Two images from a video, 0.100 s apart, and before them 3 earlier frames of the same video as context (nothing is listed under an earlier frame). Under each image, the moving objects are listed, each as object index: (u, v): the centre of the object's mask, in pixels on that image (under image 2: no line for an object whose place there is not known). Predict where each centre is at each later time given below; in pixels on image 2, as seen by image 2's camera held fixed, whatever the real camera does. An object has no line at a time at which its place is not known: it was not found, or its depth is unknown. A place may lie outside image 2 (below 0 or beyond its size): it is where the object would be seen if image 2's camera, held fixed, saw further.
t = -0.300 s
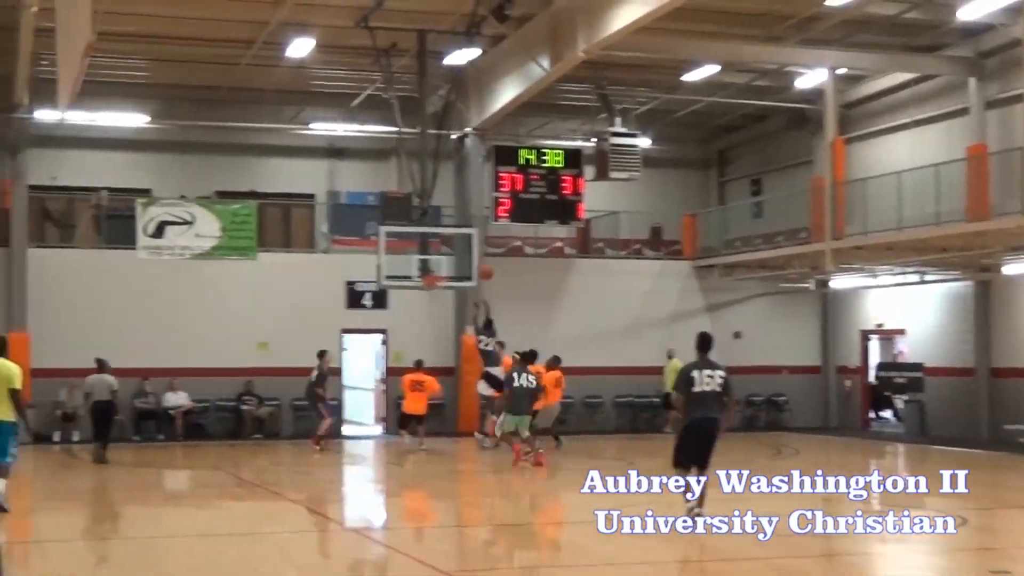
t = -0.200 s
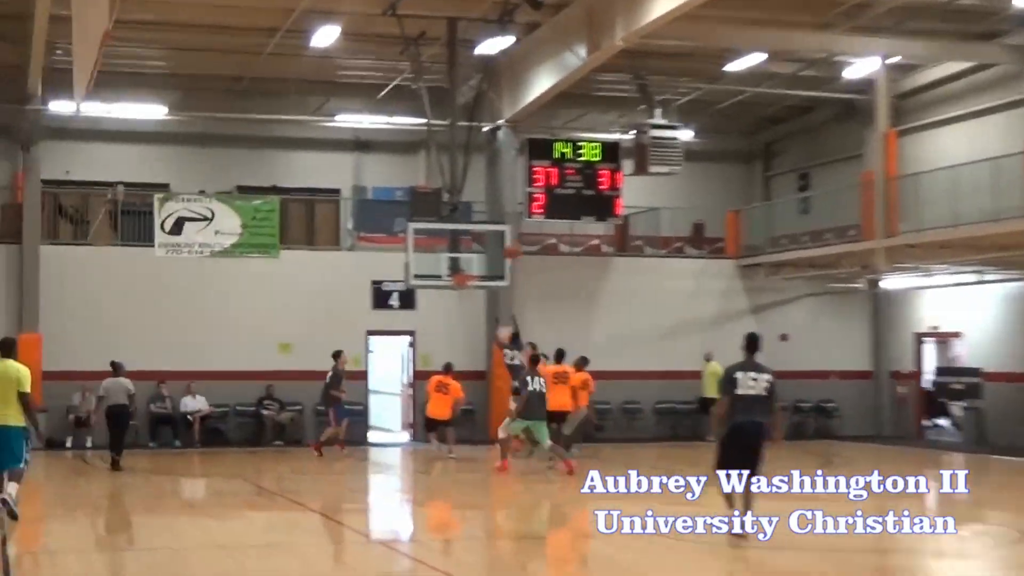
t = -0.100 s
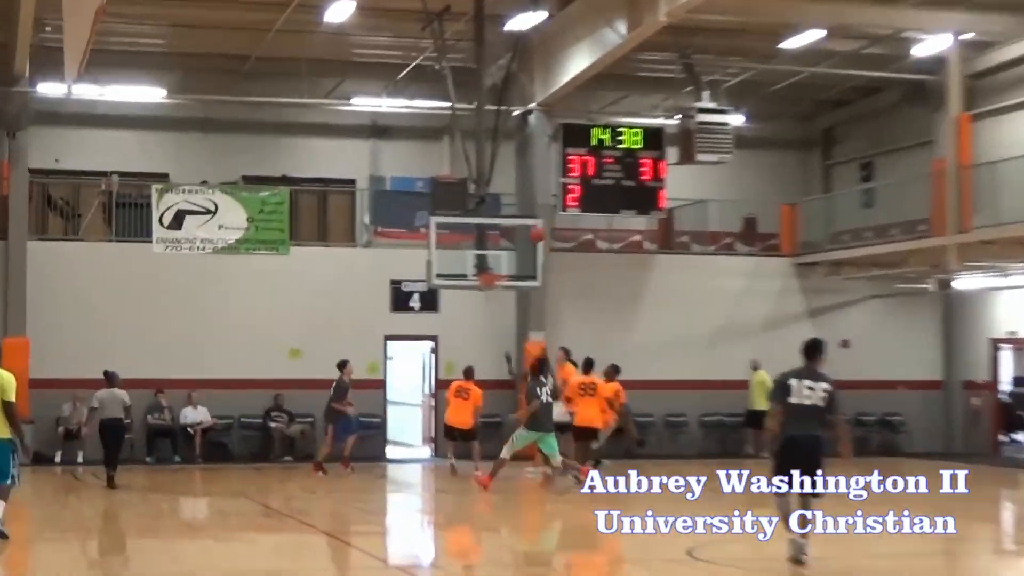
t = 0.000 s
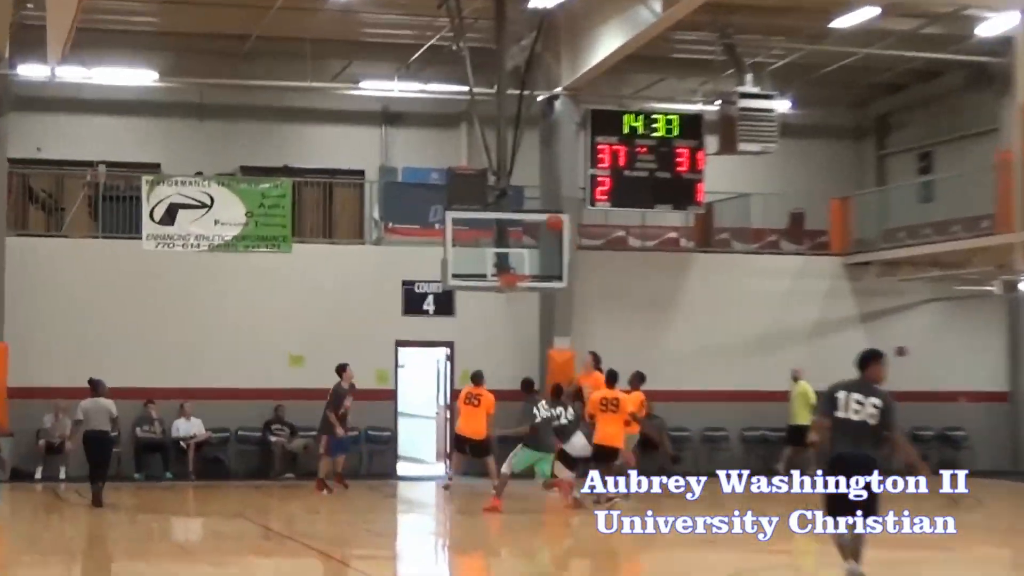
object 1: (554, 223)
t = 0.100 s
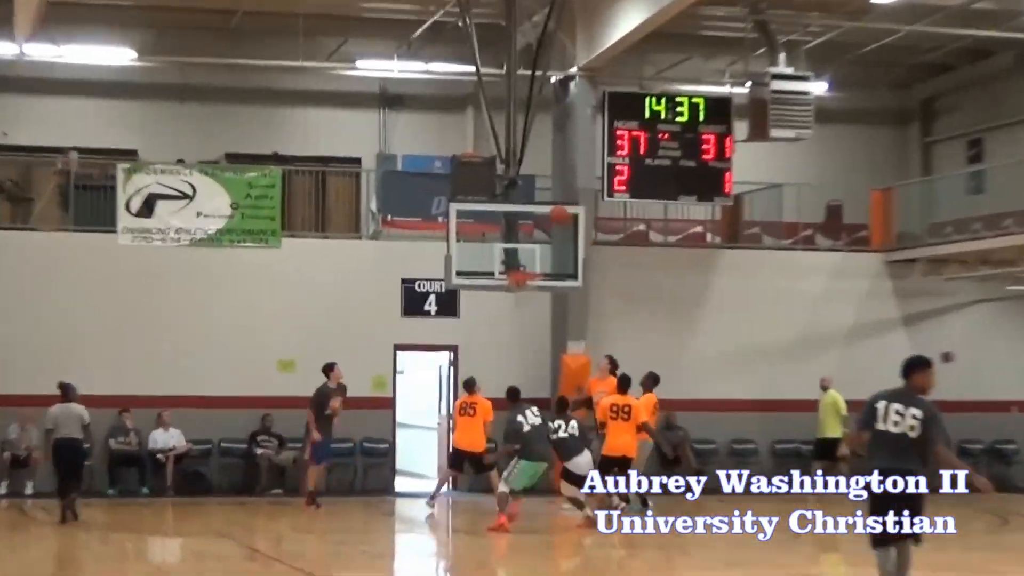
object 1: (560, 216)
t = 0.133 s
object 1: (556, 217)
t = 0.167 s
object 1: (555, 220)
